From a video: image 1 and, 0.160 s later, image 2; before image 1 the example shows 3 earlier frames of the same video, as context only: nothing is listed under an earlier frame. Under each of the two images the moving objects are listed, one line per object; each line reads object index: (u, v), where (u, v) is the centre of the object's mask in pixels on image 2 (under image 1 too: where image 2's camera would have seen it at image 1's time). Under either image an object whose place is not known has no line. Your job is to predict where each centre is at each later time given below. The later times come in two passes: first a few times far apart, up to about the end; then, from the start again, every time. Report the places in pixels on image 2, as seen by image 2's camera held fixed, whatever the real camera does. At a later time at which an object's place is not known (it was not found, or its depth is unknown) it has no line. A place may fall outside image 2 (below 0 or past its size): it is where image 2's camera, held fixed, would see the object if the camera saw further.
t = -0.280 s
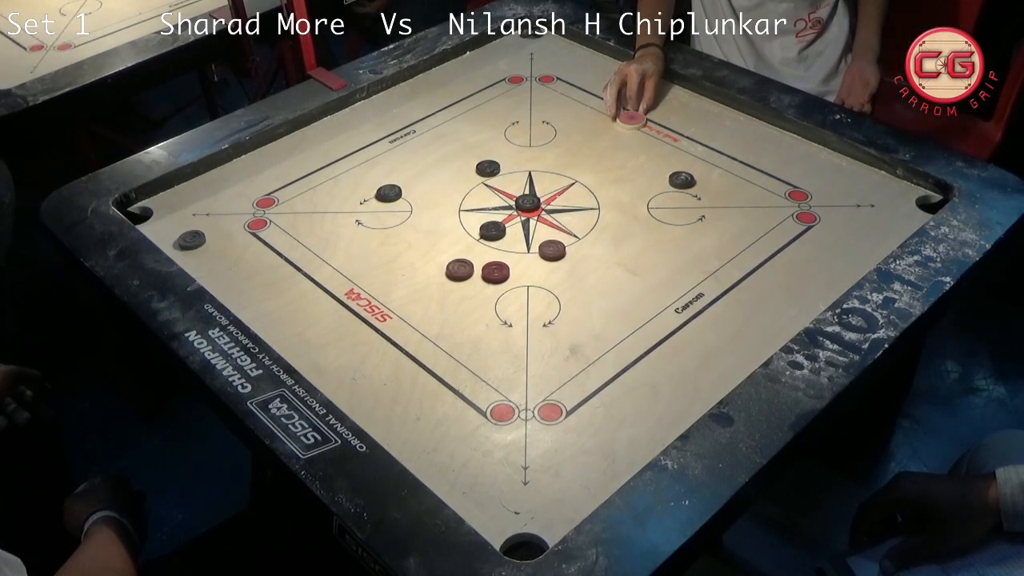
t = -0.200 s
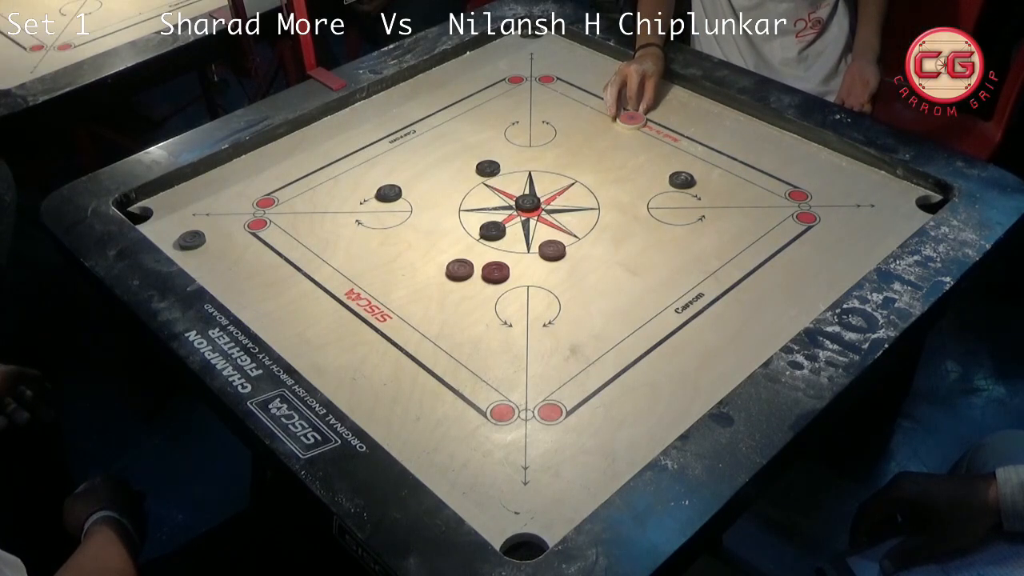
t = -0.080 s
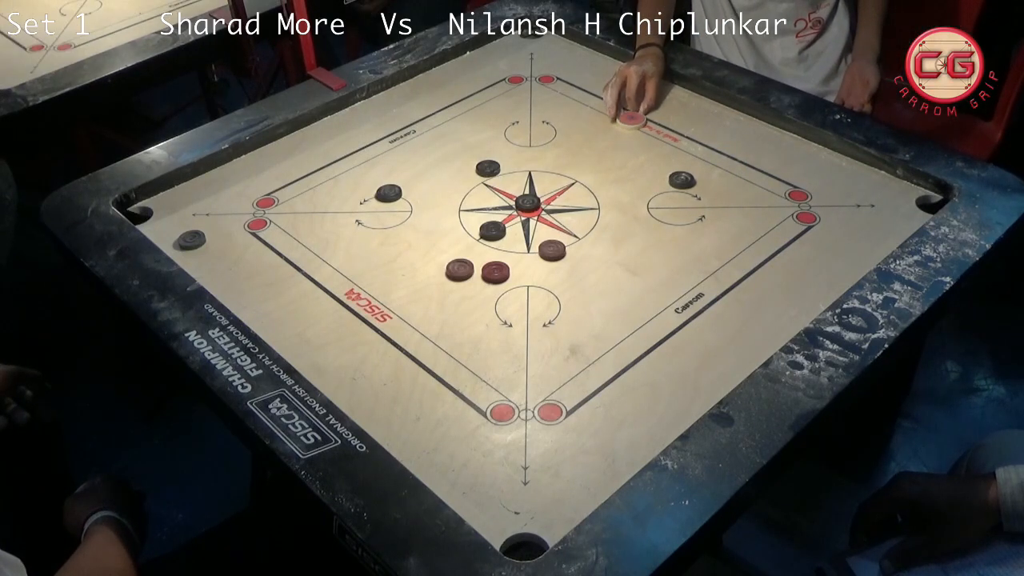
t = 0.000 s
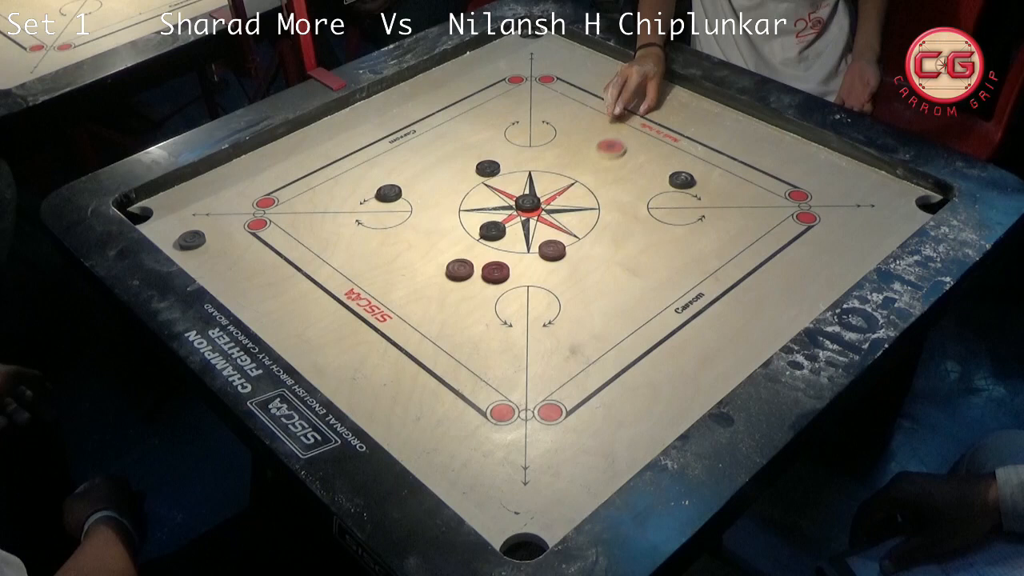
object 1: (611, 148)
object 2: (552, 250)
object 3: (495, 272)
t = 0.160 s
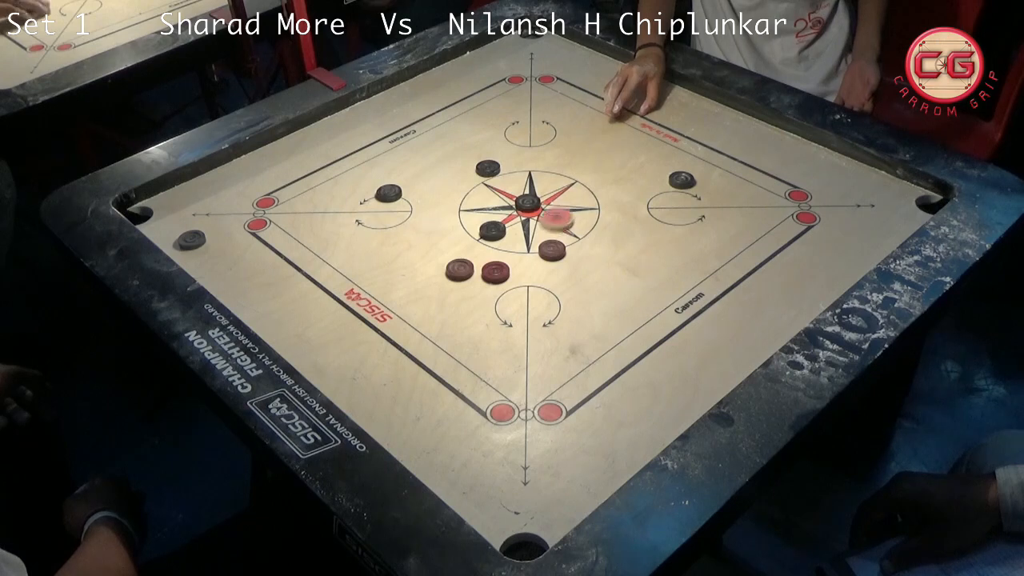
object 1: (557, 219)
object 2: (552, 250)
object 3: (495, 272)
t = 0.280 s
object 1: (518, 249)
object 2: (558, 304)
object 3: (495, 272)
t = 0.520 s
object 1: (493, 260)
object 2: (571, 429)
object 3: (452, 326)
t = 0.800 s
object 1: (493, 259)
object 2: (577, 504)
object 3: (444, 337)
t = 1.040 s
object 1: (493, 259)
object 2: (577, 506)
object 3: (444, 337)
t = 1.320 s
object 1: (493, 259)
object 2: (578, 505)
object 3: (444, 337)
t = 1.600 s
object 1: (494, 259)
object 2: (578, 505)
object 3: (444, 337)
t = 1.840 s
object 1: (493, 259)
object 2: (578, 505)
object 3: (444, 337)
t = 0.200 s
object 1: (543, 234)
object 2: (553, 258)
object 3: (495, 272)
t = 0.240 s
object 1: (530, 242)
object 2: (555, 281)
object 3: (495, 272)
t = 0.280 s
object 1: (518, 249)
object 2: (558, 304)
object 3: (495, 272)
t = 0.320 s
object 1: (508, 255)
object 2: (560, 327)
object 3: (490, 279)
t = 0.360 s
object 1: (503, 256)
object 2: (562, 349)
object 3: (480, 291)
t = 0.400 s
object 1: (499, 258)
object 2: (564, 370)
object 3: (472, 302)
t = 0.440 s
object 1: (496, 259)
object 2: (566, 390)
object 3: (464, 311)
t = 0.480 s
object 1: (493, 259)
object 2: (569, 410)
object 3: (458, 319)
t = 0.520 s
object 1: (493, 260)
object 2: (571, 429)
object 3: (452, 326)
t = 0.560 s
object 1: (493, 260)
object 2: (572, 445)
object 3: (448, 331)
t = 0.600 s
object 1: (493, 260)
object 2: (574, 461)
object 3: (445, 334)
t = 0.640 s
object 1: (493, 260)
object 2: (576, 474)
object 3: (444, 336)
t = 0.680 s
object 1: (493, 260)
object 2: (577, 486)
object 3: (444, 337)
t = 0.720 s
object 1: (493, 260)
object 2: (578, 495)
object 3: (444, 337)
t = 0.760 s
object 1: (493, 260)
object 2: (578, 501)
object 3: (444, 337)
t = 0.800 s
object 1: (493, 259)
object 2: (577, 504)
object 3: (444, 337)
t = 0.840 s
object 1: (493, 259)
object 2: (577, 506)
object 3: (444, 337)
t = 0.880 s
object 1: (493, 259)
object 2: (577, 506)
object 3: (444, 337)
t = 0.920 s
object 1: (493, 259)
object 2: (577, 506)
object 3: (444, 337)
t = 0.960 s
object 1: (493, 259)
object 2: (577, 506)
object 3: (444, 337)
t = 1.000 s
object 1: (493, 259)
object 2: (577, 506)
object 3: (444, 337)
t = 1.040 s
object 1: (493, 259)
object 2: (577, 506)
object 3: (444, 337)
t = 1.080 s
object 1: (493, 259)
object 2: (577, 505)
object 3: (444, 337)
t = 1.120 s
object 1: (493, 259)
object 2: (577, 505)
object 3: (444, 337)
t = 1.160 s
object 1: (493, 259)
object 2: (578, 505)
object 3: (444, 337)
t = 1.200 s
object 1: (493, 259)
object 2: (578, 505)
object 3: (444, 337)
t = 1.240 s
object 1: (493, 259)
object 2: (578, 505)
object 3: (444, 337)
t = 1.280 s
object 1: (493, 259)
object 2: (578, 505)
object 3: (444, 337)
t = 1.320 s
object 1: (493, 259)
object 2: (578, 505)
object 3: (444, 337)
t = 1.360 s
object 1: (494, 259)
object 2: (578, 505)
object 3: (444, 337)
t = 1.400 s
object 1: (493, 259)
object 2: (578, 505)
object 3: (444, 337)
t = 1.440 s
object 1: (493, 259)
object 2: (578, 505)
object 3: (444, 337)
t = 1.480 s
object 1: (494, 259)
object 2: (578, 505)
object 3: (444, 337)
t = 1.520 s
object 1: (494, 259)
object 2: (578, 505)
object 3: (444, 337)
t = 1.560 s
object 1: (494, 259)
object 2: (578, 505)
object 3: (444, 337)
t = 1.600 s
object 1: (494, 259)
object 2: (578, 505)
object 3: (444, 337)
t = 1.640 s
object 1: (494, 259)
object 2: (578, 505)
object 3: (444, 337)
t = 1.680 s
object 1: (493, 259)
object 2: (578, 505)
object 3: (444, 337)
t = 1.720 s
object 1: (493, 259)
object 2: (578, 505)
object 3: (444, 337)
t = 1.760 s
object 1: (493, 259)
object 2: (578, 505)
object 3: (444, 337)
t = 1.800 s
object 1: (493, 259)
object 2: (578, 505)
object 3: (444, 337)
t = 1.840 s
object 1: (493, 259)
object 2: (578, 505)
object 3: (444, 337)
